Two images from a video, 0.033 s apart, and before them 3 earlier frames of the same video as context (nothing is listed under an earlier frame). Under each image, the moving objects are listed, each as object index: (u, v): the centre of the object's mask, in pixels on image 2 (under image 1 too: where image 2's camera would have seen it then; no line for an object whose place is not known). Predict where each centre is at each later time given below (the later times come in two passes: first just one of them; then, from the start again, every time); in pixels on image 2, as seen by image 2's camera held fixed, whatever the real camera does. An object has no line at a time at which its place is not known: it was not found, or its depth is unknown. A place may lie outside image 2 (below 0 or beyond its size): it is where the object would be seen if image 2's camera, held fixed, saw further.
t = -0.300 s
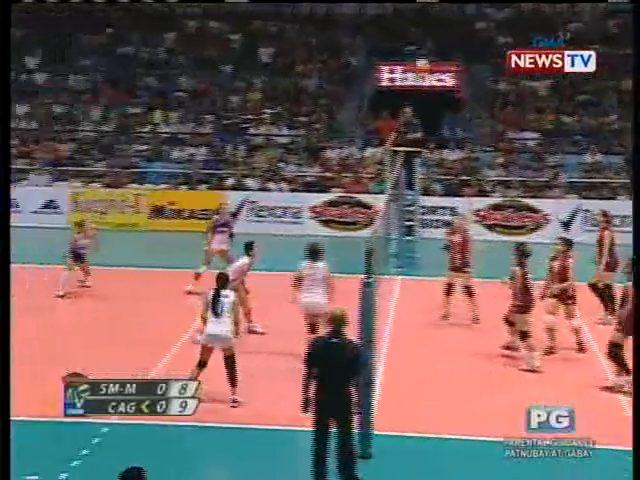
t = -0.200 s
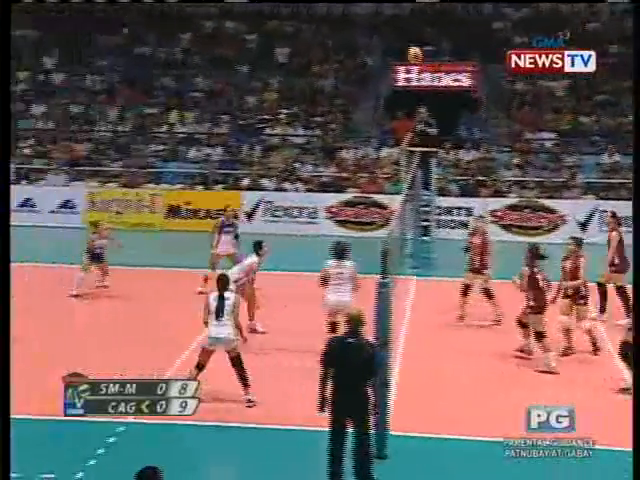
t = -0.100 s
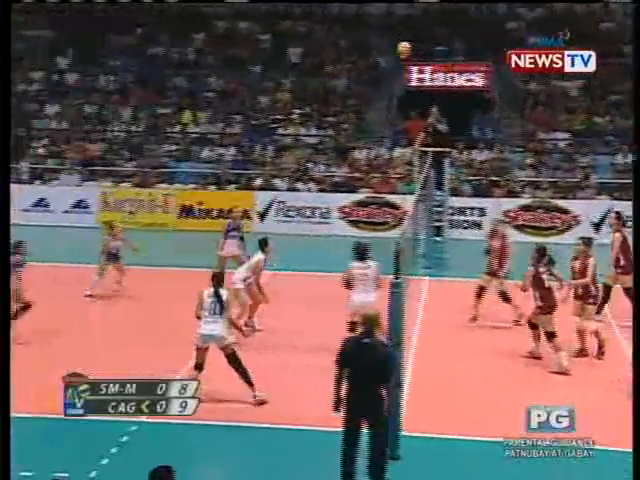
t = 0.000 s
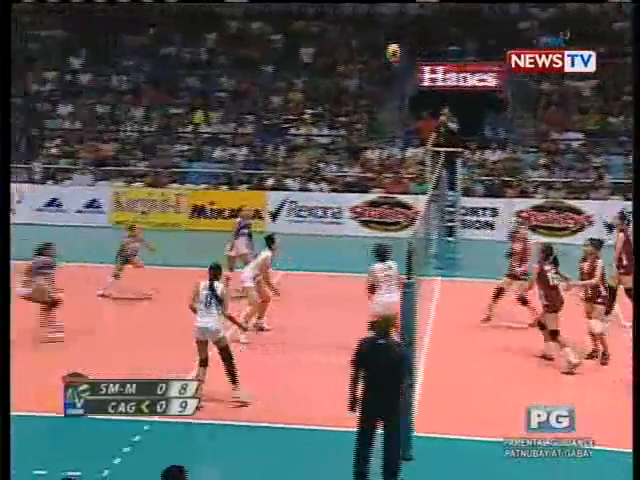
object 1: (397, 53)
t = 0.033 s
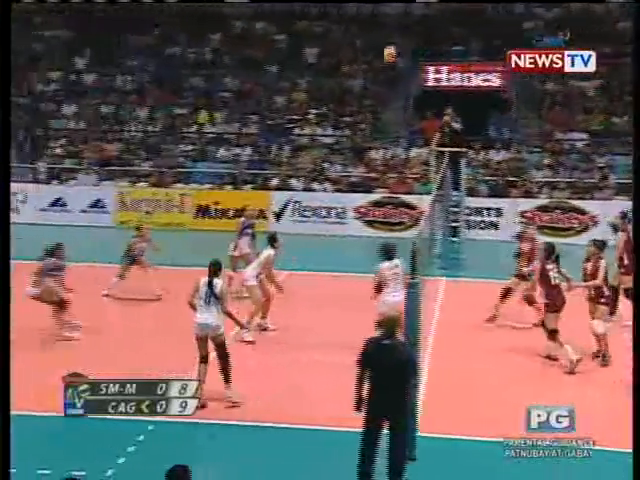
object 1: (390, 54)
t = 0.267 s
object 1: (339, 89)
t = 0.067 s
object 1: (382, 57)
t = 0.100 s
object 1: (375, 60)
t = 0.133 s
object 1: (367, 65)
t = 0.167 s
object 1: (360, 69)
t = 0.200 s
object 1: (354, 74)
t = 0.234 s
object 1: (346, 82)
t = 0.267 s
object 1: (339, 89)
